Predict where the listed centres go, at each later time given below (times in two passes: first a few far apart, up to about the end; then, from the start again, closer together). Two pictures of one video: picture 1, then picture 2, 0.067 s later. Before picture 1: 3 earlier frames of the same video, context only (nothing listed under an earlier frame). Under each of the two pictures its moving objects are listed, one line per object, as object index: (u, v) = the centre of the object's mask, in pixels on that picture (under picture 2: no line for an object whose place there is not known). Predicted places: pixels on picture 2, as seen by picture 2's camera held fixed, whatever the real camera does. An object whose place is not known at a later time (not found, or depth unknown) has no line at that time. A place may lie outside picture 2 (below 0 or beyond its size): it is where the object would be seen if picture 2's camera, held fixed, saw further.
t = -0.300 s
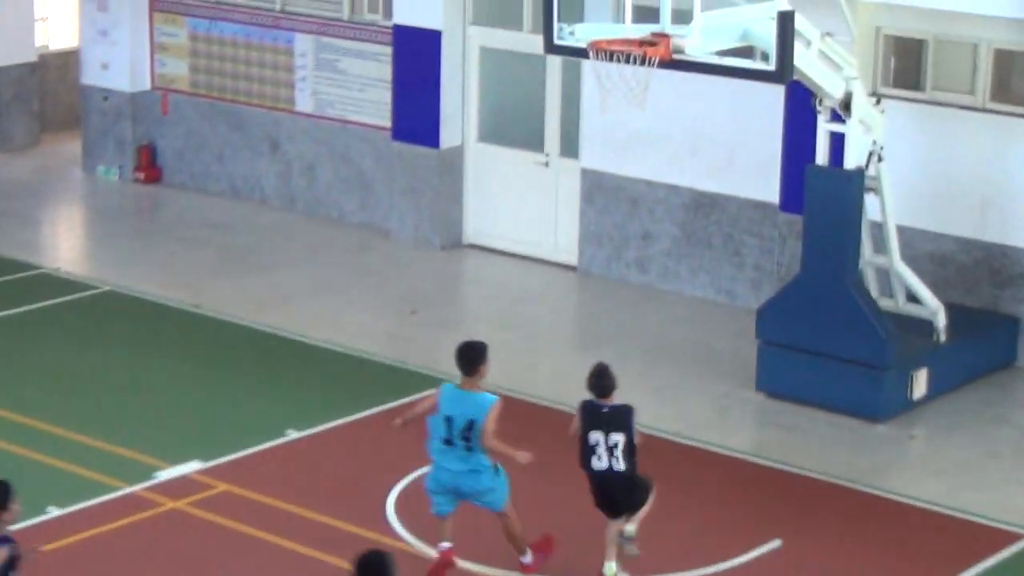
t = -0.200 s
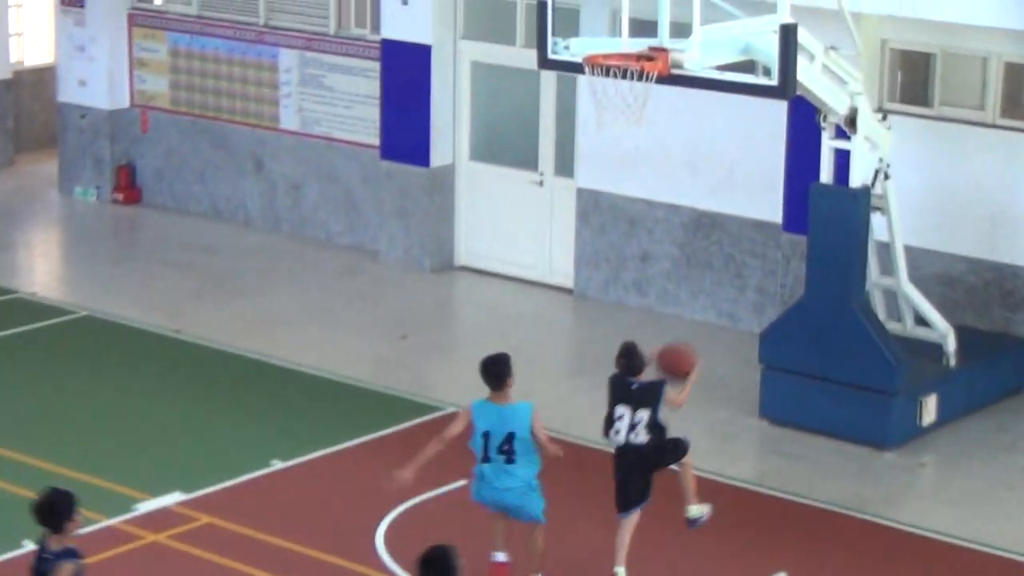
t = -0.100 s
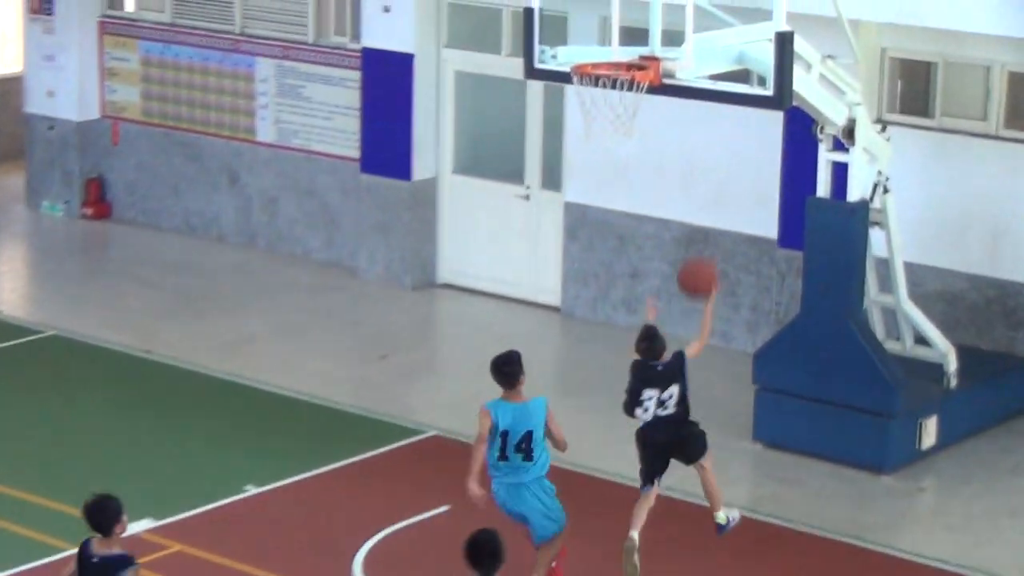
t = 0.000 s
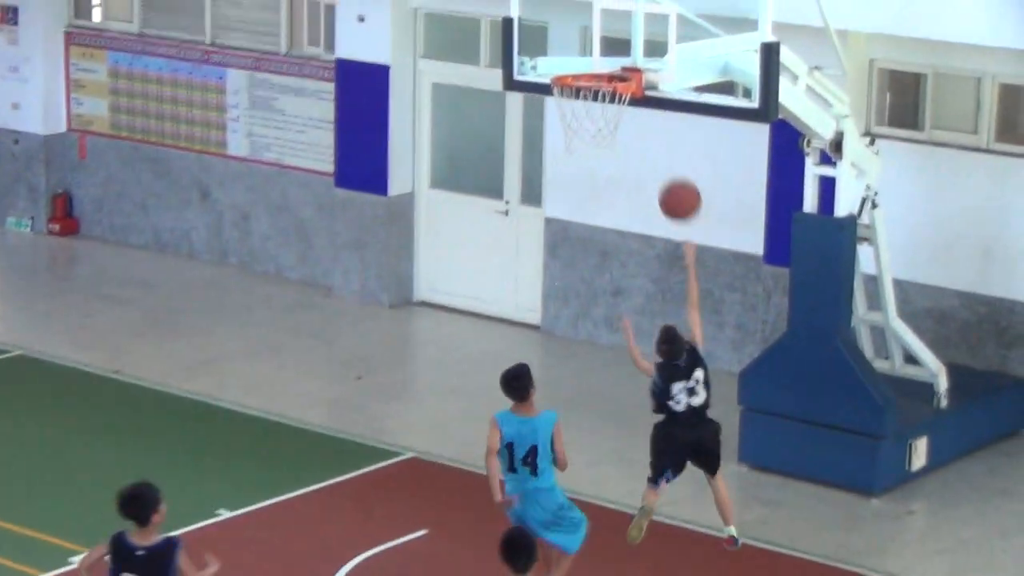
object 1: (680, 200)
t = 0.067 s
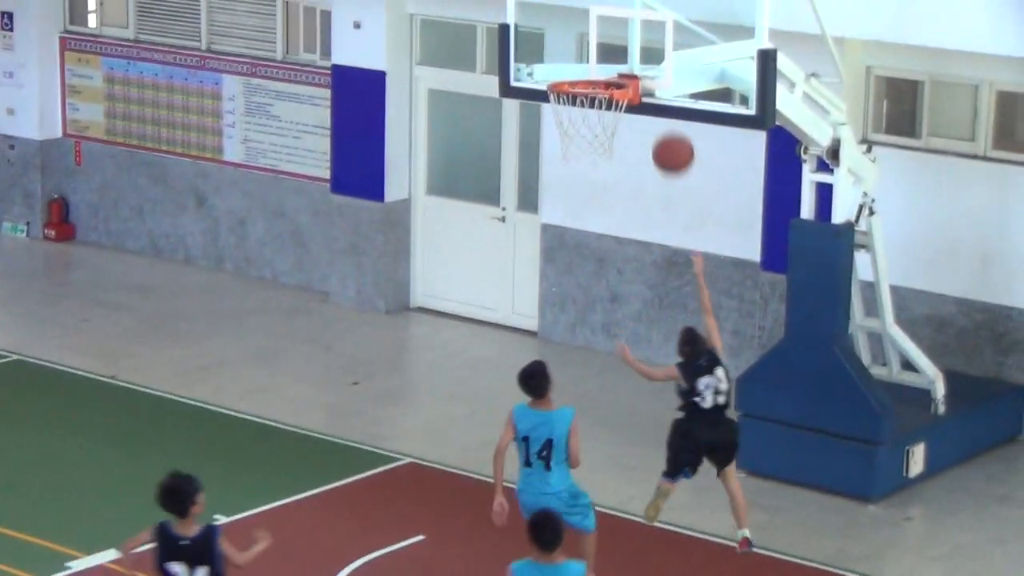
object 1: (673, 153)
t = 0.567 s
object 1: (578, 49)
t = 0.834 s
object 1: (600, 62)
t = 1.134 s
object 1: (582, 76)
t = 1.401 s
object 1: (598, 118)
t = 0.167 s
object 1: (668, 89)
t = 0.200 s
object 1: (667, 72)
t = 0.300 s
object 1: (650, 38)
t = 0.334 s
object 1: (641, 34)
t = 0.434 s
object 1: (614, 30)
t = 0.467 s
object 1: (605, 31)
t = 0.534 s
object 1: (587, 43)
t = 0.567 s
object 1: (578, 49)
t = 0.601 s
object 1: (569, 60)
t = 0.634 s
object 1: (563, 69)
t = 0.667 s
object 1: (569, 63)
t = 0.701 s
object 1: (575, 60)
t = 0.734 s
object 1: (581, 57)
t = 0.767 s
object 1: (588, 57)
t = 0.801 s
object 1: (594, 59)
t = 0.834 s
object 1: (600, 62)
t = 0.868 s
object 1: (606, 67)
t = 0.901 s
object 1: (608, 69)
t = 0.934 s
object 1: (604, 66)
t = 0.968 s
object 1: (600, 65)
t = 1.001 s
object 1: (595, 65)
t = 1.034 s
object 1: (590, 68)
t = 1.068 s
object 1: (586, 71)
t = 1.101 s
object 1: (581, 75)
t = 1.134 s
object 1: (582, 76)
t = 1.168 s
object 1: (585, 76)
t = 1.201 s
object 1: (588, 78)
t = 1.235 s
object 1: (591, 79)
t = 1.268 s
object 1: (594, 82)
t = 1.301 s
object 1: (596, 100)
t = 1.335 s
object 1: (599, 113)
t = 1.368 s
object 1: (602, 117)
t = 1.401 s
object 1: (598, 118)
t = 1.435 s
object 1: (604, 131)
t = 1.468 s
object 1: (605, 141)
